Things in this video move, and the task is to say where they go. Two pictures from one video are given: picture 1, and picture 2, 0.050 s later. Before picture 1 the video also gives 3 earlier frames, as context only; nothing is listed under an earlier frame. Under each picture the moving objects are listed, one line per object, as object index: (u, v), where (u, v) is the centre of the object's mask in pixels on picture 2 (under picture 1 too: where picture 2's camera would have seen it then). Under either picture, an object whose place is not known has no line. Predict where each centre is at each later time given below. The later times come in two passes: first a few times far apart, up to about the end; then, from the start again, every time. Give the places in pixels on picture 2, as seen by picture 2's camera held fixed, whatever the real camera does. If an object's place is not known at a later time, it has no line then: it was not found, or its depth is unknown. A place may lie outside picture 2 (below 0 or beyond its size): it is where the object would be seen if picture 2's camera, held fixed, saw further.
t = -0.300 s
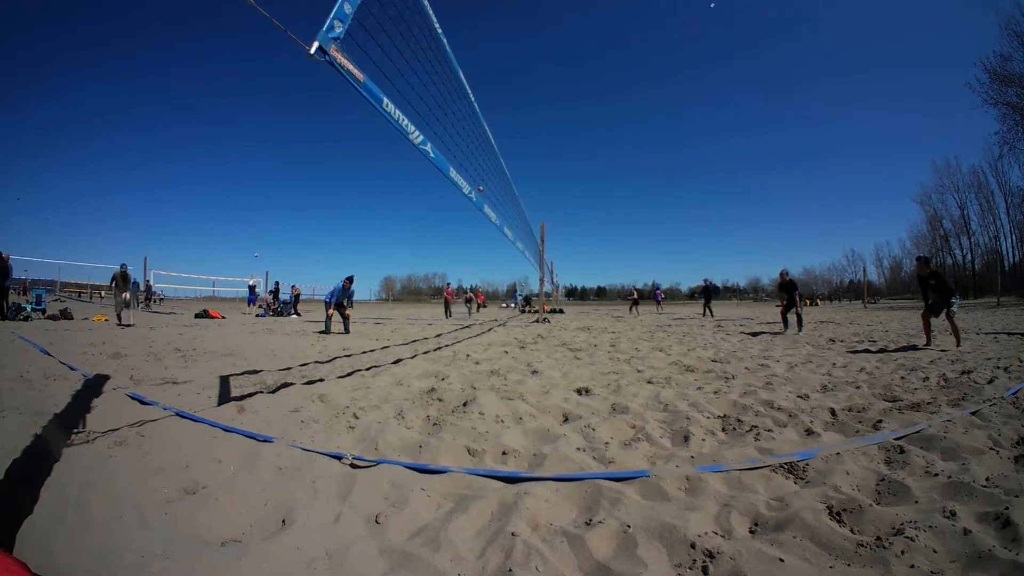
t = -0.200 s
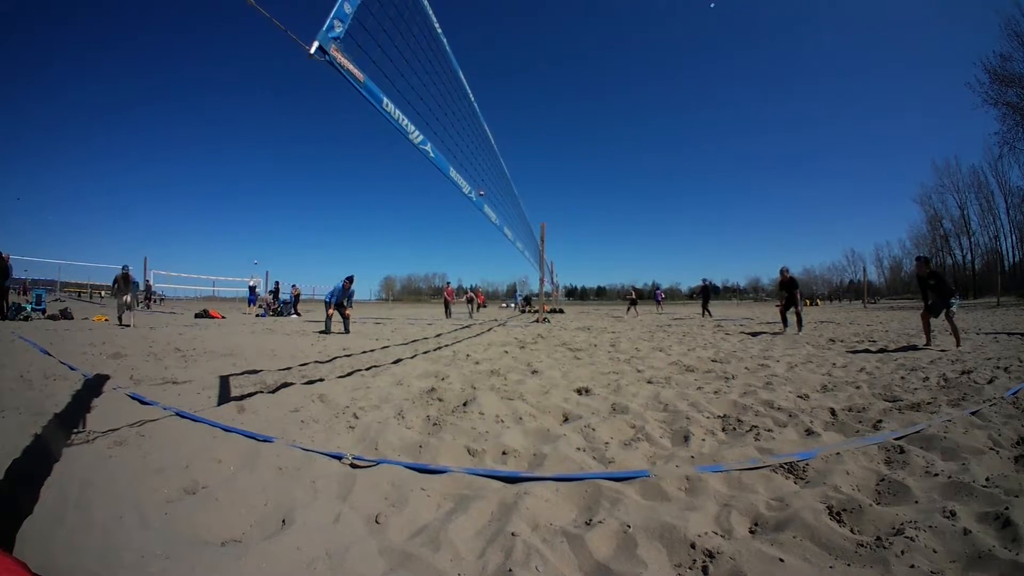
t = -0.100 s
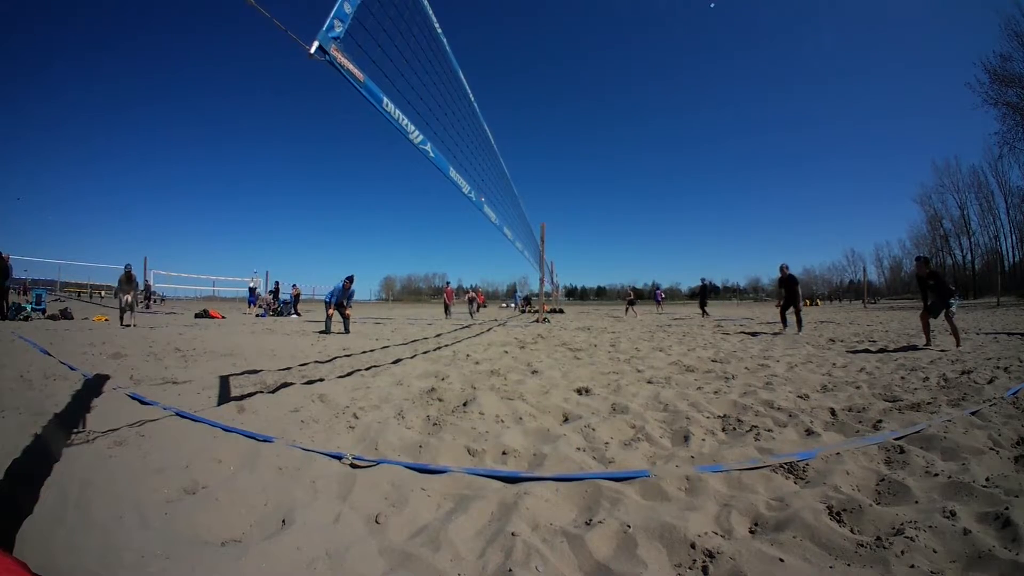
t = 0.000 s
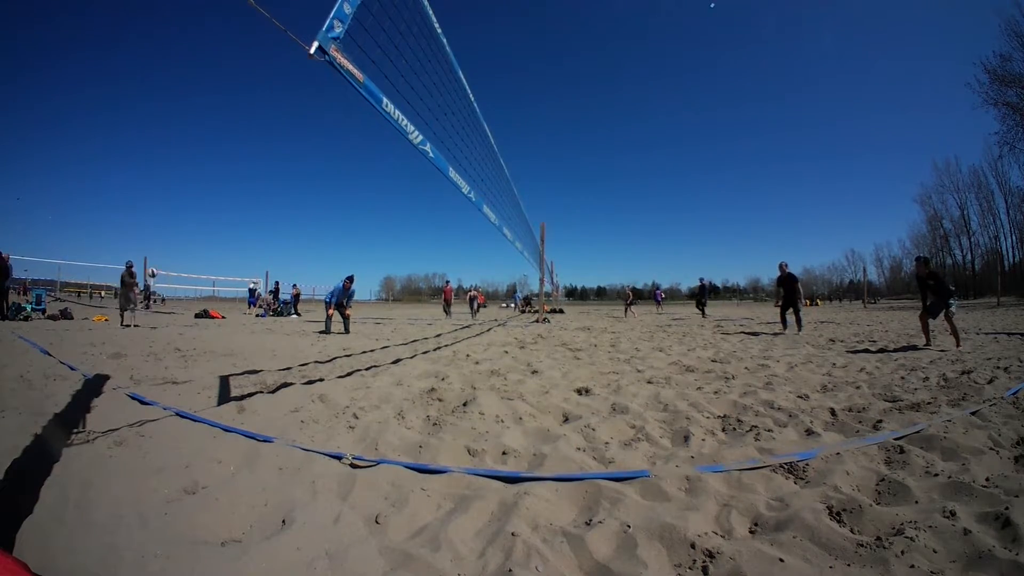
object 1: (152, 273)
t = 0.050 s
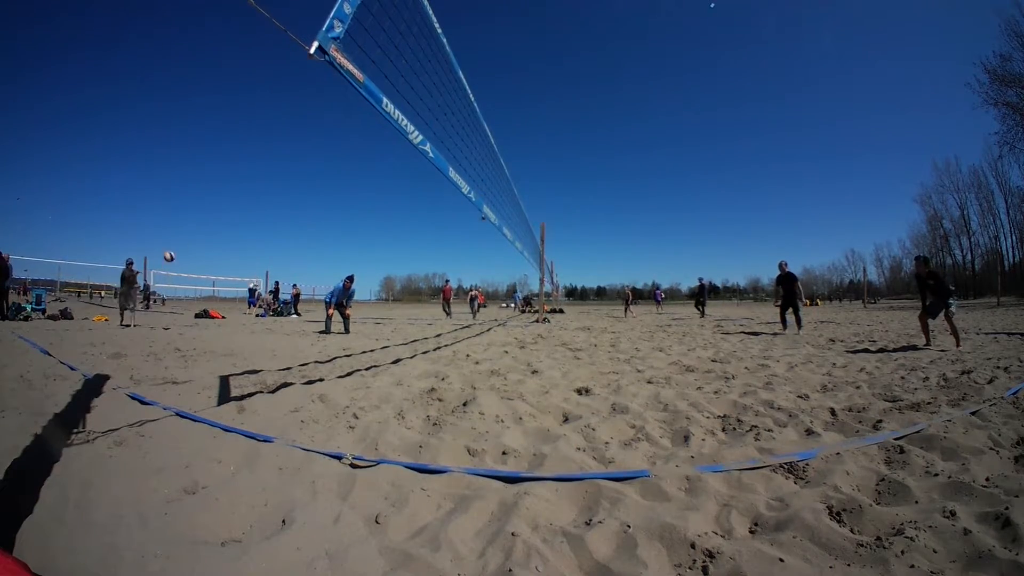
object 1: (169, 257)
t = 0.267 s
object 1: (269, 192)
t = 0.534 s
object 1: (452, 138)
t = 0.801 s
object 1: (665, 146)
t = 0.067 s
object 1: (175, 251)
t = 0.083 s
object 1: (181, 246)
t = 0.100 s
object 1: (188, 241)
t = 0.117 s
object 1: (195, 236)
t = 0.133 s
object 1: (202, 231)
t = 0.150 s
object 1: (210, 226)
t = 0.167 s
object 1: (217, 221)
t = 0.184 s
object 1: (225, 216)
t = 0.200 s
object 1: (233, 211)
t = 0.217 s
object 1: (242, 206)
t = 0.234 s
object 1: (250, 201)
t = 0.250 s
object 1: (260, 196)
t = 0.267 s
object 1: (269, 192)
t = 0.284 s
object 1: (279, 187)
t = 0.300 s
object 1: (288, 183)
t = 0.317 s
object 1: (299, 179)
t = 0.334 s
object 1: (309, 174)
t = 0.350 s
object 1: (319, 171)
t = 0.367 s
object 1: (330, 166)
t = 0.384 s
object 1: (342, 163)
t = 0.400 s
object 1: (353, 160)
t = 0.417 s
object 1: (365, 156)
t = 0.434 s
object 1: (377, 153)
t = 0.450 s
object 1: (389, 150)
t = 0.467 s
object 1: (401, 147)
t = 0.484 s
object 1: (412, 147)
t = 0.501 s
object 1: (429, 139)
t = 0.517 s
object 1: (440, 140)
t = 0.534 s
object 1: (452, 138)
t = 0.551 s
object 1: (466, 137)
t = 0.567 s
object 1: (479, 135)
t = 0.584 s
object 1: (494, 134)
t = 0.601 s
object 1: (505, 134)
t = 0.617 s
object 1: (519, 133)
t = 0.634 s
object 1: (533, 133)
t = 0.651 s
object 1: (546, 133)
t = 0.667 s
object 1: (560, 133)
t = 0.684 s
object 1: (573, 134)
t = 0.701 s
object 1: (587, 136)
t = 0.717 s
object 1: (600, 137)
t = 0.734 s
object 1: (614, 138)
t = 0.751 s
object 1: (627, 140)
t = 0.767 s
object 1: (640, 142)
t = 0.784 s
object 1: (653, 144)
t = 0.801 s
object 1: (665, 146)
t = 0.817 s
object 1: (677, 149)
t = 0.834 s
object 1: (689, 152)
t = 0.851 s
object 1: (701, 156)
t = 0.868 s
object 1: (714, 159)
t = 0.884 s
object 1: (725, 163)
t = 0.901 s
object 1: (737, 167)
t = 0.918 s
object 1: (748, 171)
